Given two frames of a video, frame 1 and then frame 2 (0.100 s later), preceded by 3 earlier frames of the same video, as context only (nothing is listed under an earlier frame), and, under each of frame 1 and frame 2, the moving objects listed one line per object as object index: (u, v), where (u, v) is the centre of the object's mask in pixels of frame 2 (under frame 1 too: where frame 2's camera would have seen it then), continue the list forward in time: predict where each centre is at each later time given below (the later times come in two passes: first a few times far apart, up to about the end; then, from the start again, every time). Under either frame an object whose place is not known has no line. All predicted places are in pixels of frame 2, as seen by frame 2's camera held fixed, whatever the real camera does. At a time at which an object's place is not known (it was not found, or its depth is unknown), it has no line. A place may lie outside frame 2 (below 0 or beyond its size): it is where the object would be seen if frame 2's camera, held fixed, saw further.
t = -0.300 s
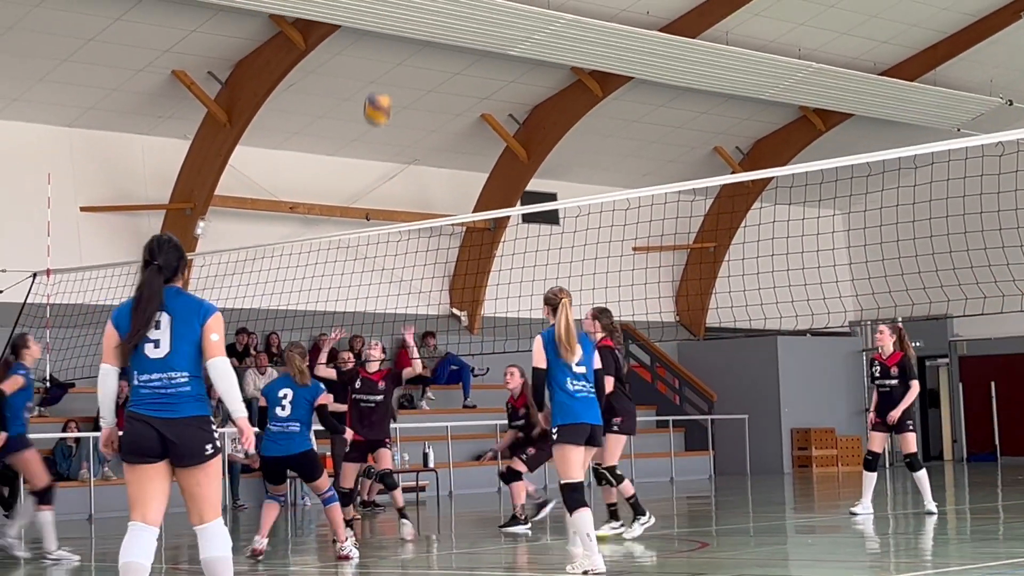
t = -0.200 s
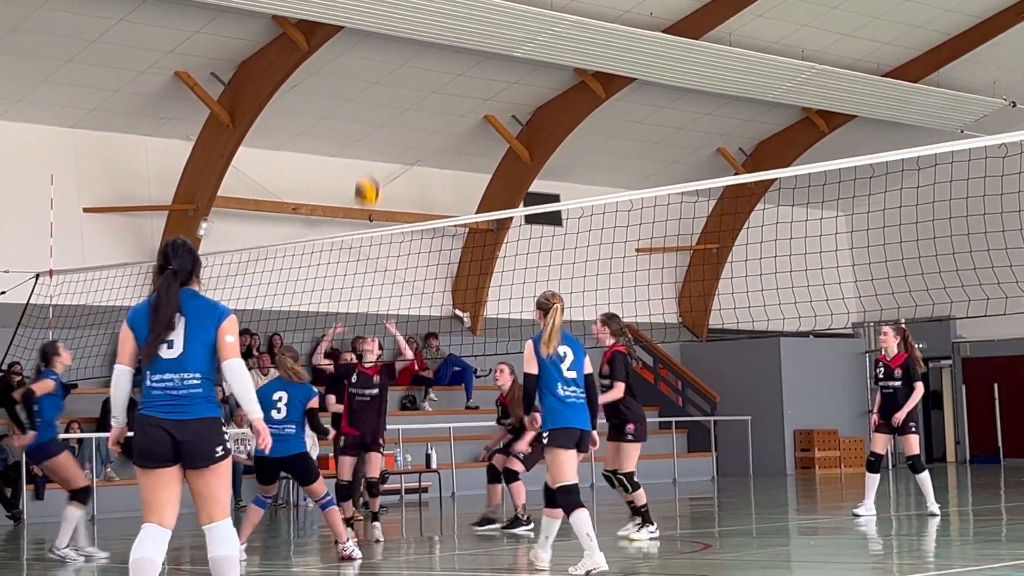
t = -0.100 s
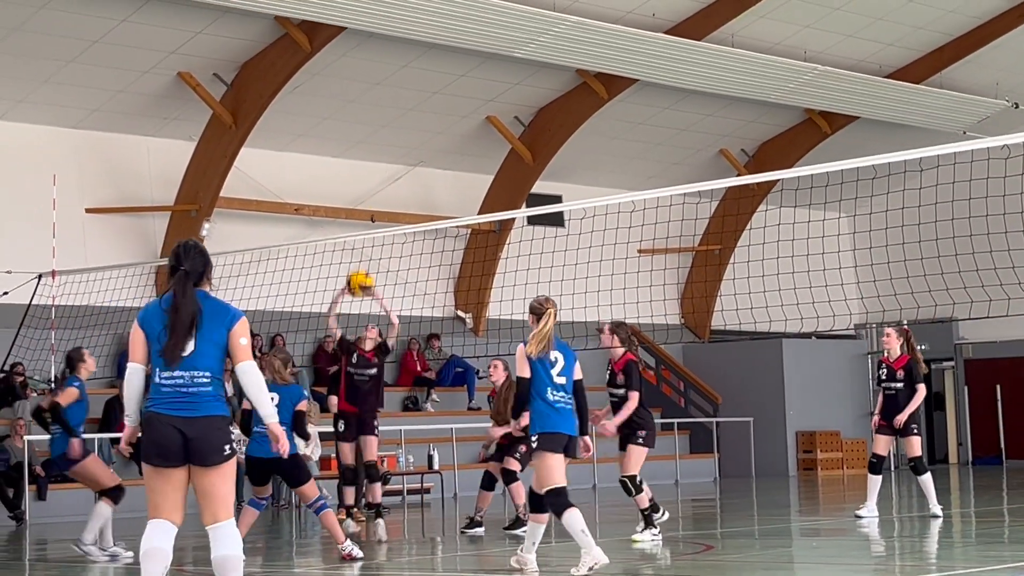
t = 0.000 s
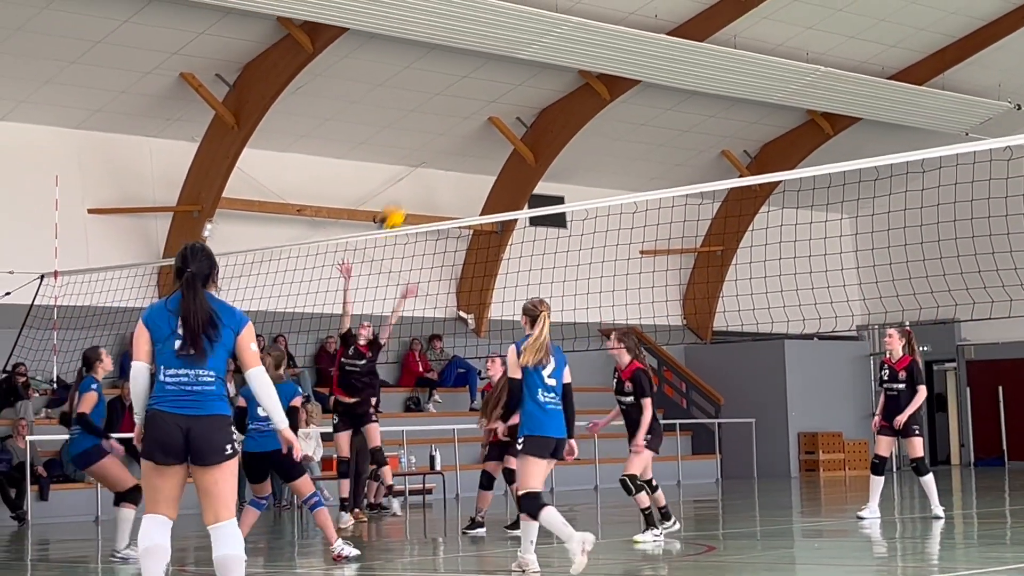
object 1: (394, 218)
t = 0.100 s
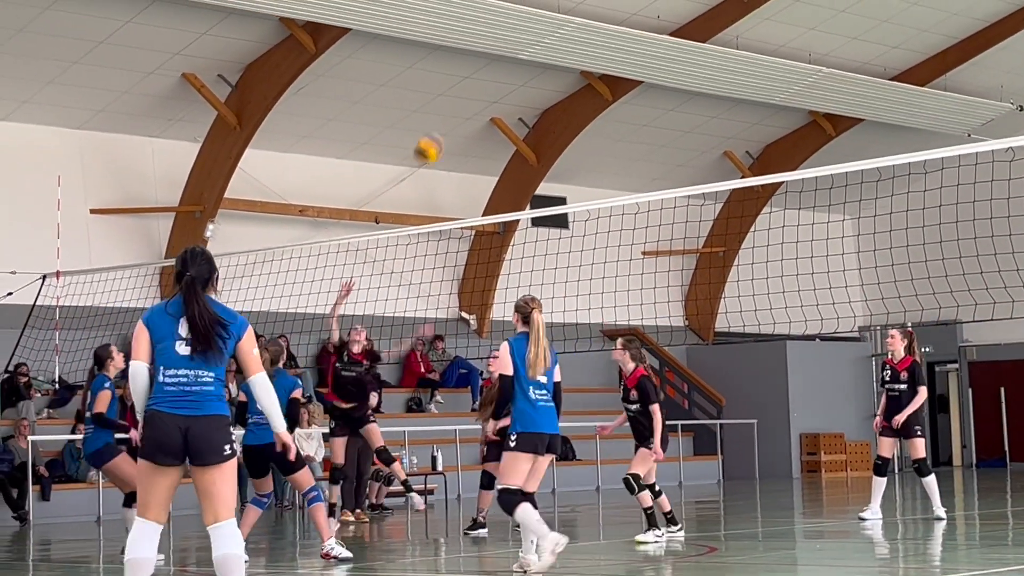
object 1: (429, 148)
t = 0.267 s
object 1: (483, 63)
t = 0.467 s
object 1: (550, 8)
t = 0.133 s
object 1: (440, 128)
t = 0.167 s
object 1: (452, 109)
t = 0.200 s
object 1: (463, 93)
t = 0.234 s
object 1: (473, 77)
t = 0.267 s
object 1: (483, 63)
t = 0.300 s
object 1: (495, 49)
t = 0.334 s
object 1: (506, 37)
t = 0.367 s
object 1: (517, 27)
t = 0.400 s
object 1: (528, 17)
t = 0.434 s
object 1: (539, 11)
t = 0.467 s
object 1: (550, 8)
